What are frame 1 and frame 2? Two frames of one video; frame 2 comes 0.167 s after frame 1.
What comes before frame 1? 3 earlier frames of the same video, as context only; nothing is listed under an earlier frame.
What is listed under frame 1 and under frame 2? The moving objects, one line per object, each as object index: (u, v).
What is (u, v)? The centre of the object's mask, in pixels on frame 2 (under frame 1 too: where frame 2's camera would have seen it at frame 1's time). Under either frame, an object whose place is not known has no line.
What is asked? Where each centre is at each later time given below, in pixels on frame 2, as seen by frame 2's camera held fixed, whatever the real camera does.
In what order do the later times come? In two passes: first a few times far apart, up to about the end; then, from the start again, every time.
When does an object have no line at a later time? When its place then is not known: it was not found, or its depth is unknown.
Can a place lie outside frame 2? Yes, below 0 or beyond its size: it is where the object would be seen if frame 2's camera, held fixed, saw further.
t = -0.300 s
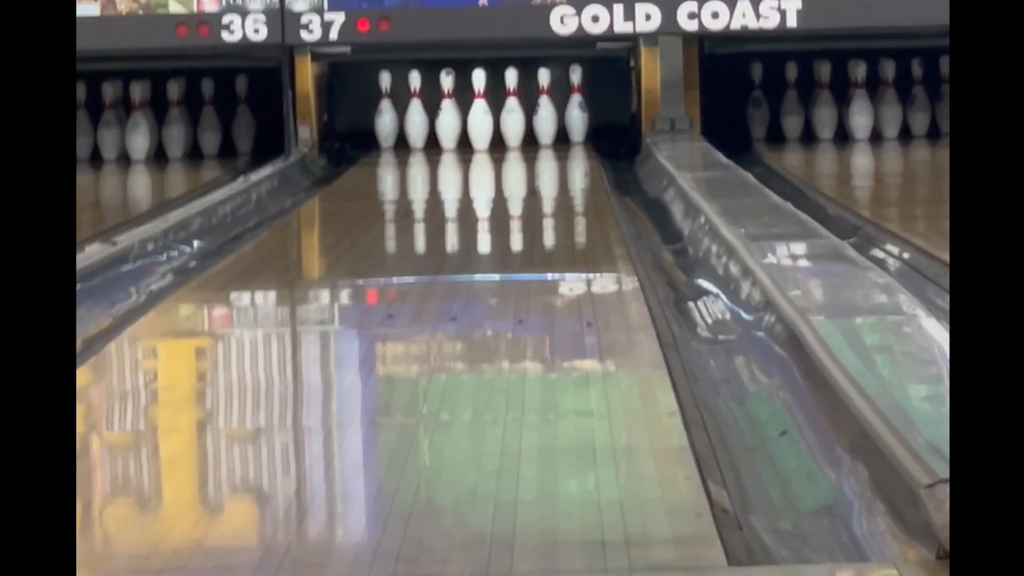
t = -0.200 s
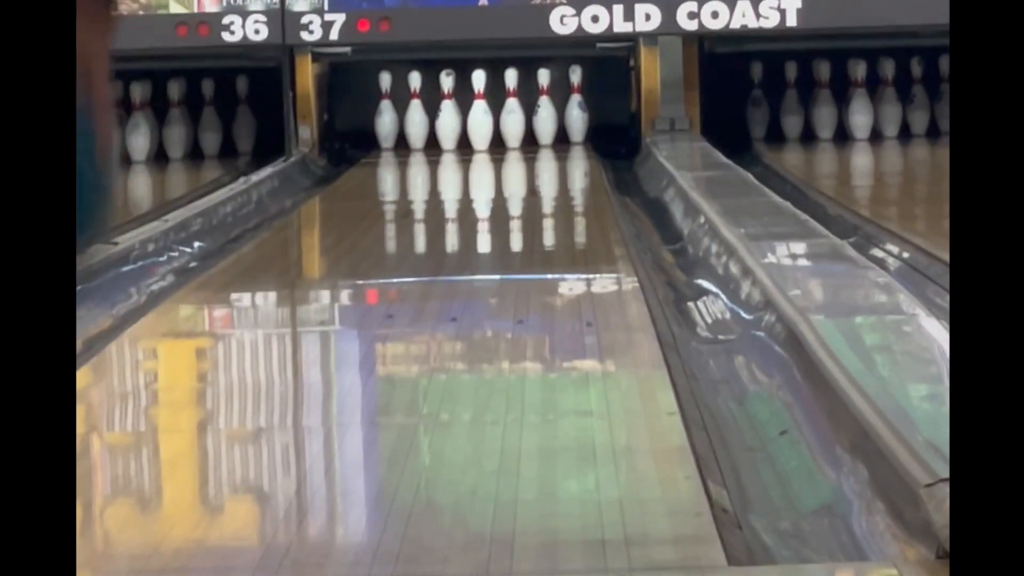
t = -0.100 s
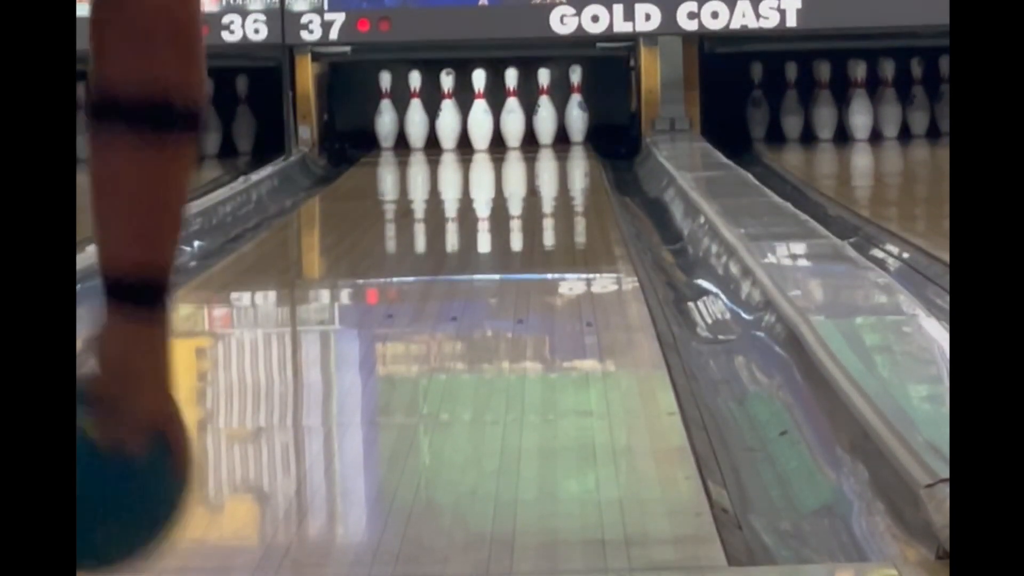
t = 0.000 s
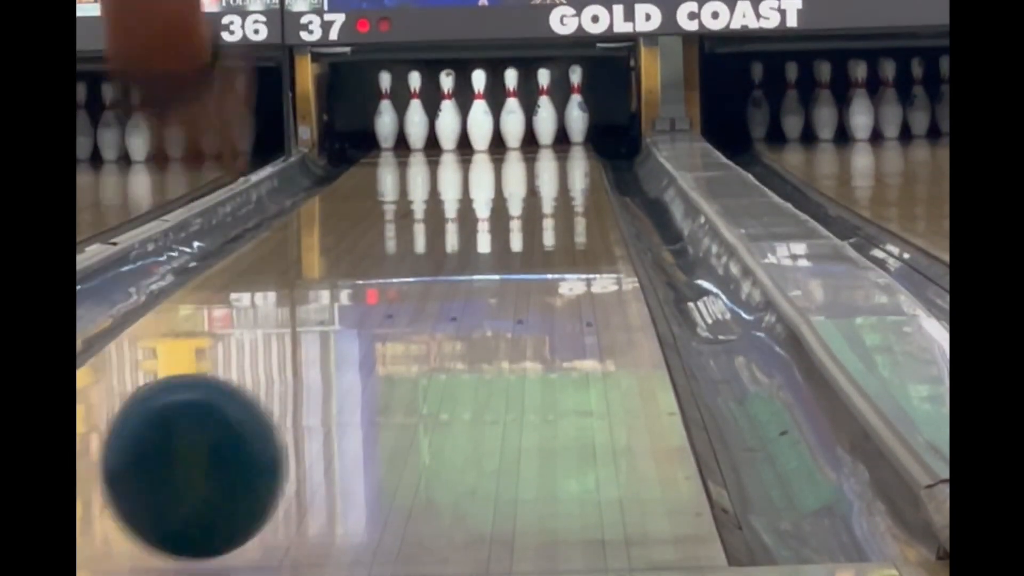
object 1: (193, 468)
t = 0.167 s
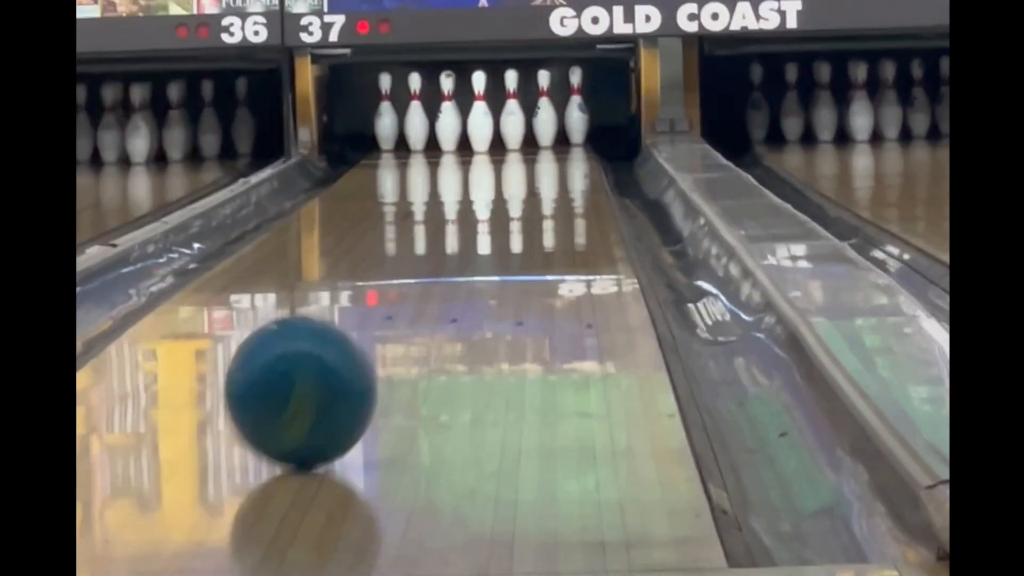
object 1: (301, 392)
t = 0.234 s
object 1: (332, 366)
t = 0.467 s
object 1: (413, 290)
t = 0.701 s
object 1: (464, 242)
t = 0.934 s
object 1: (500, 214)
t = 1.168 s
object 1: (523, 193)
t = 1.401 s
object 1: (537, 177)
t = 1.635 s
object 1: (545, 163)
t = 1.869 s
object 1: (543, 151)
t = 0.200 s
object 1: (317, 378)
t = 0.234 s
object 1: (332, 366)
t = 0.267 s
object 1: (346, 353)
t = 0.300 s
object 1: (359, 341)
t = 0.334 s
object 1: (371, 329)
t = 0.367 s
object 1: (384, 318)
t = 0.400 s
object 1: (394, 307)
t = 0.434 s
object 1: (404, 298)
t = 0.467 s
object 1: (413, 290)
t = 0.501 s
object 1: (422, 281)
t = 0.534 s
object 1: (430, 273)
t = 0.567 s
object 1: (438, 267)
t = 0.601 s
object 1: (445, 260)
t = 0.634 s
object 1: (452, 254)
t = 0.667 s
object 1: (458, 248)
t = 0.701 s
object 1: (464, 242)
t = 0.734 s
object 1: (470, 237)
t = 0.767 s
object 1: (476, 232)
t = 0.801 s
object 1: (481, 228)
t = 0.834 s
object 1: (486, 224)
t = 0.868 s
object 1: (490, 221)
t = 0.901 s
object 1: (495, 217)
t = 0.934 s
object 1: (500, 214)
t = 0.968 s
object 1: (503, 211)
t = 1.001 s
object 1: (506, 207)
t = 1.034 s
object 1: (510, 204)
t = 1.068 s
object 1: (514, 202)
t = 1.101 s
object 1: (517, 199)
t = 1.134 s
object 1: (520, 196)
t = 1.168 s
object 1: (523, 193)
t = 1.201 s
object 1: (525, 189)
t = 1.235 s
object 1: (528, 187)
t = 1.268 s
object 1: (529, 185)
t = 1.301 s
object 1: (532, 183)
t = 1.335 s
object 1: (534, 180)
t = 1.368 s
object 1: (535, 178)
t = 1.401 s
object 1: (537, 177)
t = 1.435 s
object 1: (539, 174)
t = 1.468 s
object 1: (540, 172)
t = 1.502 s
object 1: (541, 170)
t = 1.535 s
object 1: (543, 168)
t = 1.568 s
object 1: (544, 166)
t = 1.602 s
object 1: (544, 164)
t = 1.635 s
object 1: (545, 163)
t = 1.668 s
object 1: (545, 161)
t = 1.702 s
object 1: (545, 159)
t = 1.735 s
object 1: (545, 157)
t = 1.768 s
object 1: (544, 156)
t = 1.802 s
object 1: (544, 154)
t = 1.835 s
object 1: (544, 153)
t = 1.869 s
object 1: (543, 151)
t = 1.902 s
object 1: (542, 149)
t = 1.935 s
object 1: (541, 148)
